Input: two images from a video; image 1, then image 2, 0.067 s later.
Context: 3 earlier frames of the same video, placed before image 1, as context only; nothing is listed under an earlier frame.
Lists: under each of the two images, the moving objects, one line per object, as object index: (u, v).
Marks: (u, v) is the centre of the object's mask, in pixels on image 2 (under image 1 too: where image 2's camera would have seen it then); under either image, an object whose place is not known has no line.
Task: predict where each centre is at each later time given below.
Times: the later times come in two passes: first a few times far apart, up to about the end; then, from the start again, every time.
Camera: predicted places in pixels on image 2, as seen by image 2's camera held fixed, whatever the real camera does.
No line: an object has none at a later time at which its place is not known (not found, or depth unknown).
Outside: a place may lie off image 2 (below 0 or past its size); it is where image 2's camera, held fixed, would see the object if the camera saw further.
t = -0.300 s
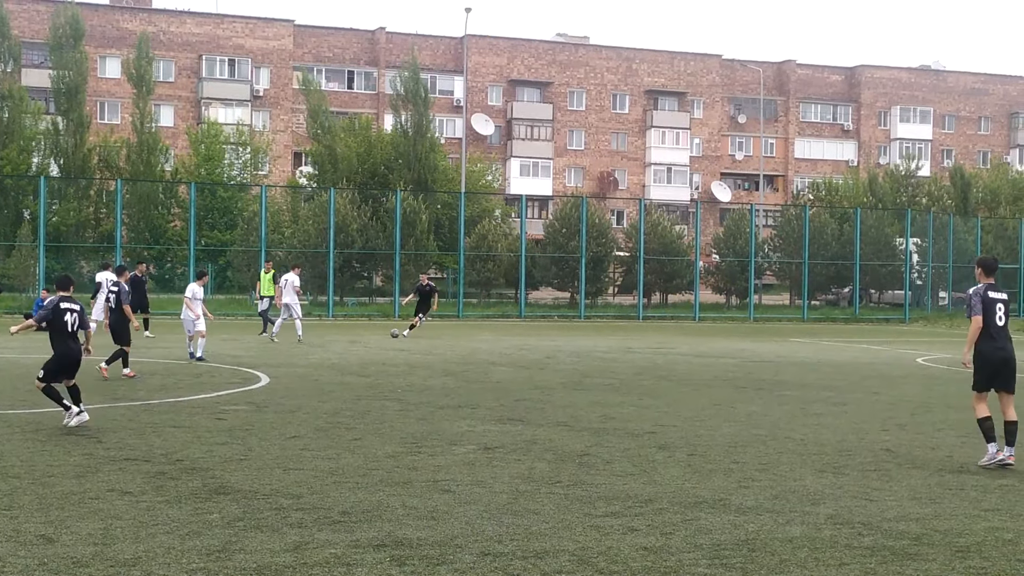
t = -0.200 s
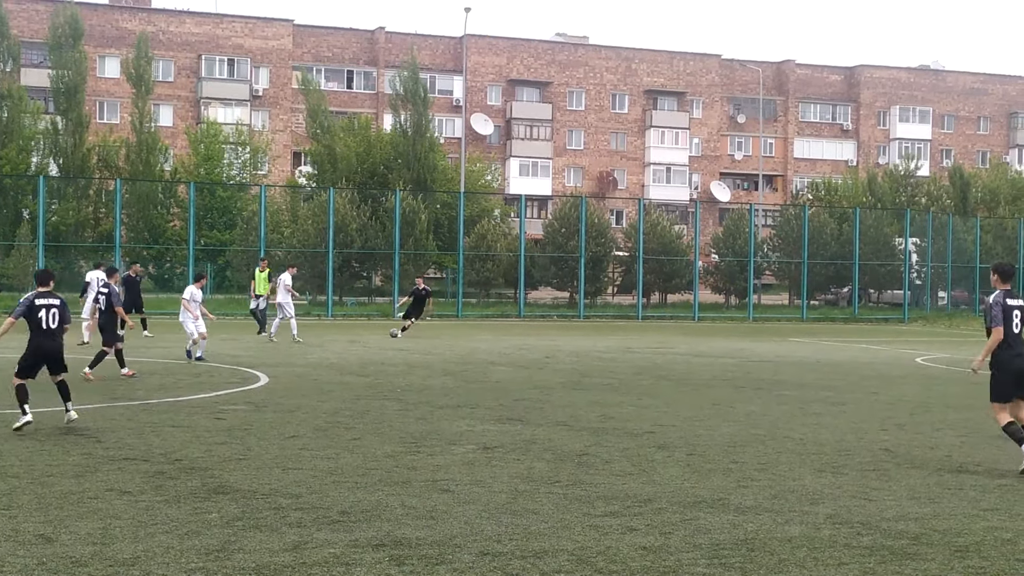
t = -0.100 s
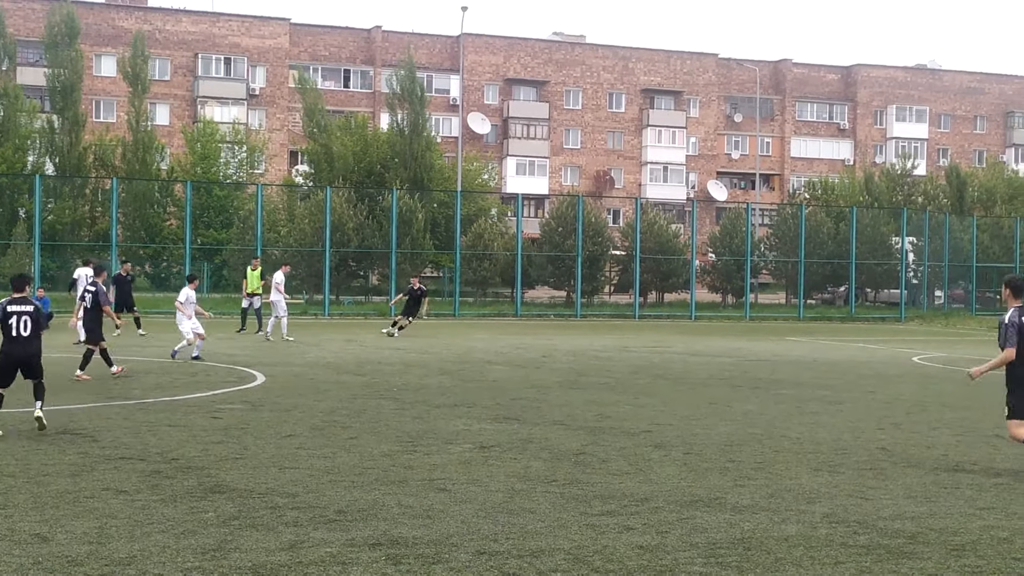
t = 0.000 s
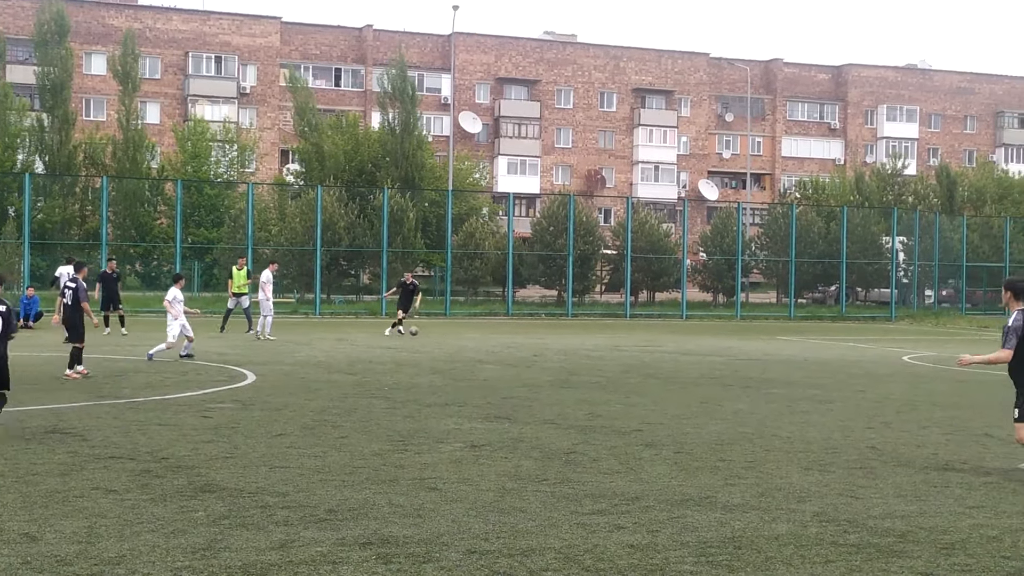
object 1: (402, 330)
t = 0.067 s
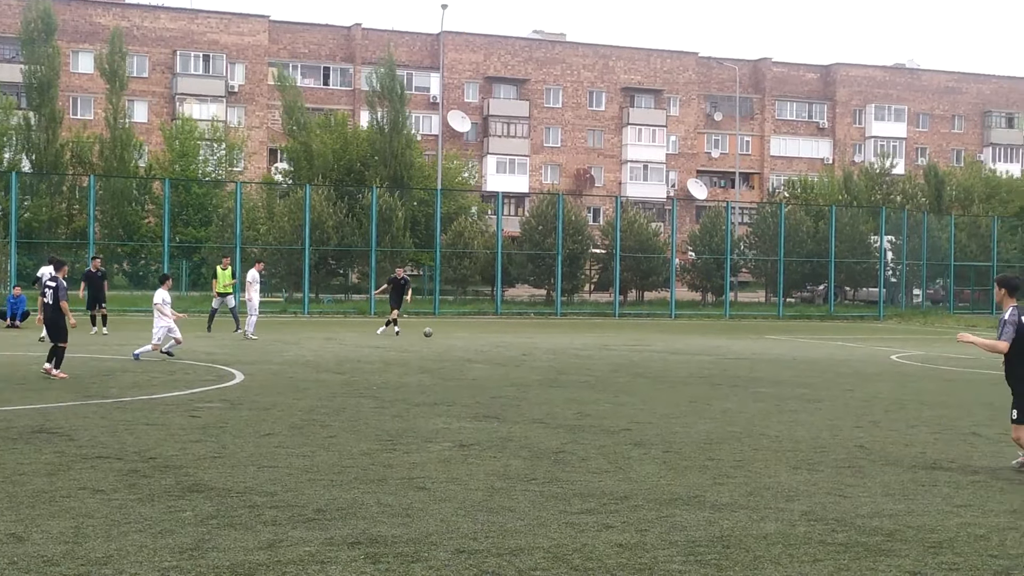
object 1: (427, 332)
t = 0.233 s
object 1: (493, 339)
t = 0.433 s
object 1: (573, 346)
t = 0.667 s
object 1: (666, 357)
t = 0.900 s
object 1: (752, 365)
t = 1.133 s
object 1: (849, 375)
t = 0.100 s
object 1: (440, 334)
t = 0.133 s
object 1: (454, 337)
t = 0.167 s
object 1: (467, 339)
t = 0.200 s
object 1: (480, 339)
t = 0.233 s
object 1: (493, 339)
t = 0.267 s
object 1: (507, 340)
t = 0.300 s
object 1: (520, 342)
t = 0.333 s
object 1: (533, 344)
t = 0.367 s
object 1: (547, 347)
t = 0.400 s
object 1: (560, 346)
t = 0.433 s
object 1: (573, 346)
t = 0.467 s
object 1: (586, 347)
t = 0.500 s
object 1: (599, 348)
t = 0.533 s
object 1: (613, 350)
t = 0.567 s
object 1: (627, 353)
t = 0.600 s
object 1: (640, 357)
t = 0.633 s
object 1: (654, 358)
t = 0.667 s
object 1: (666, 357)
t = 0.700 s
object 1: (677, 356)
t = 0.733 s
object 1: (689, 356)
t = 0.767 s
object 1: (701, 356)
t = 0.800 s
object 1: (714, 357)
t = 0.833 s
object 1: (726, 359)
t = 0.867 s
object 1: (739, 362)
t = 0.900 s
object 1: (752, 365)
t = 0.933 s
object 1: (765, 370)
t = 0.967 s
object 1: (778, 370)
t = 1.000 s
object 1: (792, 370)
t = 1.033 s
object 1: (806, 372)
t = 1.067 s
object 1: (820, 373)
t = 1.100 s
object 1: (834, 376)
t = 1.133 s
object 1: (849, 375)
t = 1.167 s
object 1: (863, 374)
